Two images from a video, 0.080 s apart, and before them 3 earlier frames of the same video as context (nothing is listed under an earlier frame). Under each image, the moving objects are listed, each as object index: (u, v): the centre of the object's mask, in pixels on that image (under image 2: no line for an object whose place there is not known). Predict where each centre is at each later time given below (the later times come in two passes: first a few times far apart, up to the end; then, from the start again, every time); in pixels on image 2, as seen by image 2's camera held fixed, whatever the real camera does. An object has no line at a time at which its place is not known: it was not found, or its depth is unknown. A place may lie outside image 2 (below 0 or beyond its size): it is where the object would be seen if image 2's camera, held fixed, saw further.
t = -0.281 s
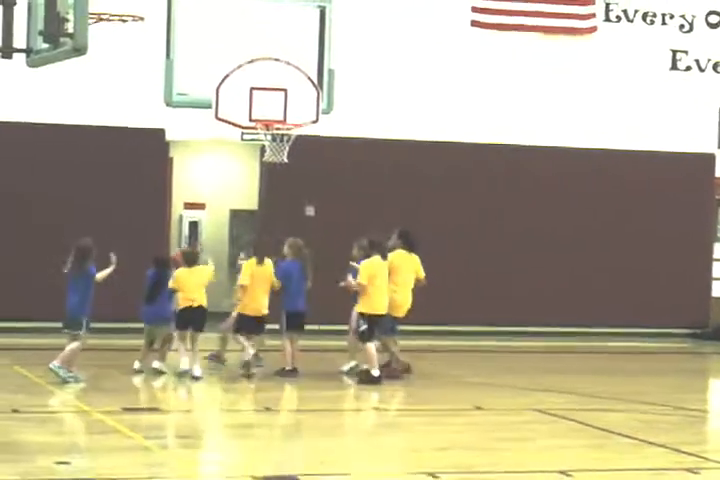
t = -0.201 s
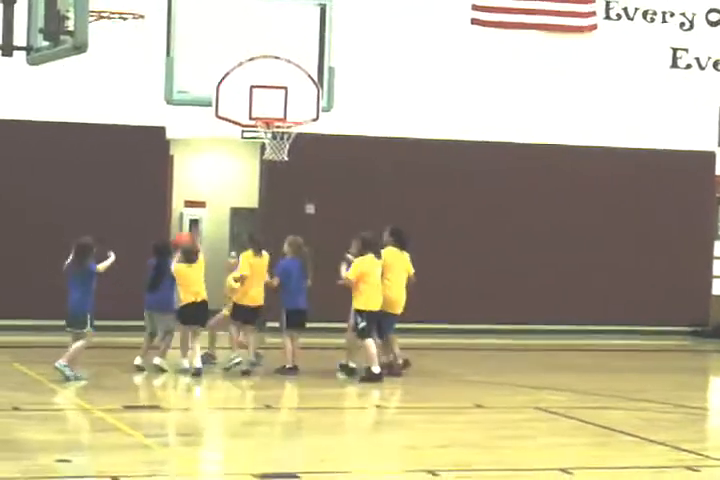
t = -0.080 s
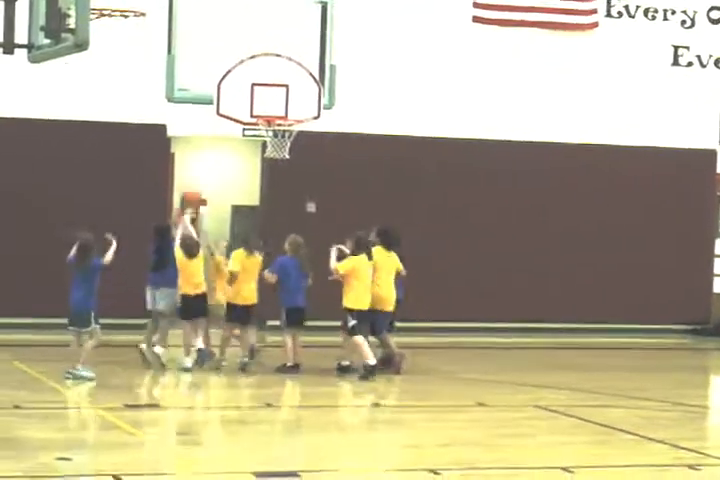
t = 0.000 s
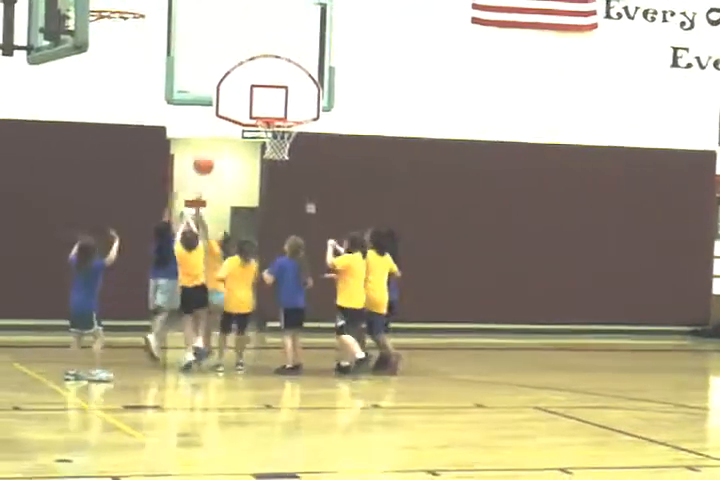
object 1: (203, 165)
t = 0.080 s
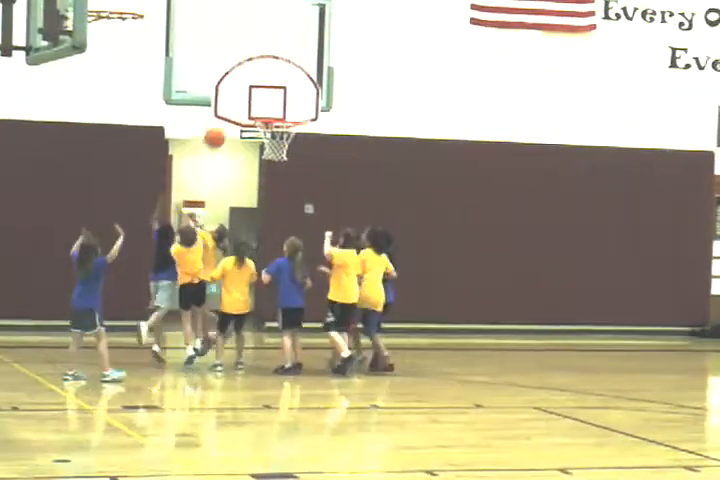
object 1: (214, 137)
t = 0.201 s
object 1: (232, 107)
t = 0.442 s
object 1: (265, 88)
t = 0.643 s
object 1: (291, 112)
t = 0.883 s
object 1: (313, 144)
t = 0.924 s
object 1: (316, 152)
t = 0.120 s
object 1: (221, 125)
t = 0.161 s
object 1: (227, 116)
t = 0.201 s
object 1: (232, 107)
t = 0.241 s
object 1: (238, 100)
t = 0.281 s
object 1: (244, 95)
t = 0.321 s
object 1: (249, 91)
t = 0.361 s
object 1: (255, 88)
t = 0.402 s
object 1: (261, 87)
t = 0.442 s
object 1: (265, 88)
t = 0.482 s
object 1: (271, 90)
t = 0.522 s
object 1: (277, 94)
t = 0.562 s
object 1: (281, 98)
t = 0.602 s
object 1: (286, 104)
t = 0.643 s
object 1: (291, 112)
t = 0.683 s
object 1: (296, 115)
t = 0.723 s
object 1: (298, 121)
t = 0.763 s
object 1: (302, 124)
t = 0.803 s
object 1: (307, 129)
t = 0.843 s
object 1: (309, 135)
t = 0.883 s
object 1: (313, 144)
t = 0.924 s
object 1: (316, 152)
